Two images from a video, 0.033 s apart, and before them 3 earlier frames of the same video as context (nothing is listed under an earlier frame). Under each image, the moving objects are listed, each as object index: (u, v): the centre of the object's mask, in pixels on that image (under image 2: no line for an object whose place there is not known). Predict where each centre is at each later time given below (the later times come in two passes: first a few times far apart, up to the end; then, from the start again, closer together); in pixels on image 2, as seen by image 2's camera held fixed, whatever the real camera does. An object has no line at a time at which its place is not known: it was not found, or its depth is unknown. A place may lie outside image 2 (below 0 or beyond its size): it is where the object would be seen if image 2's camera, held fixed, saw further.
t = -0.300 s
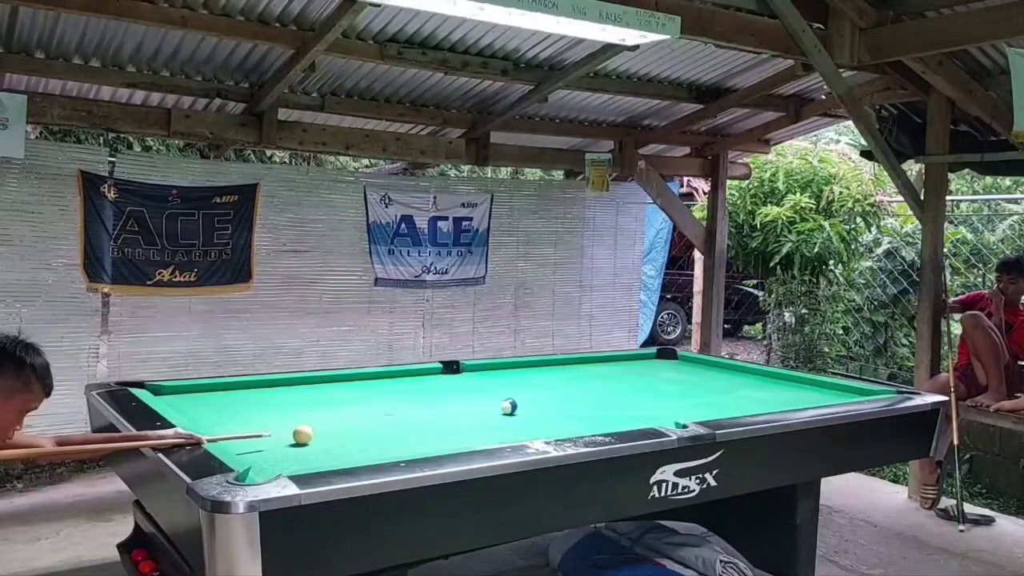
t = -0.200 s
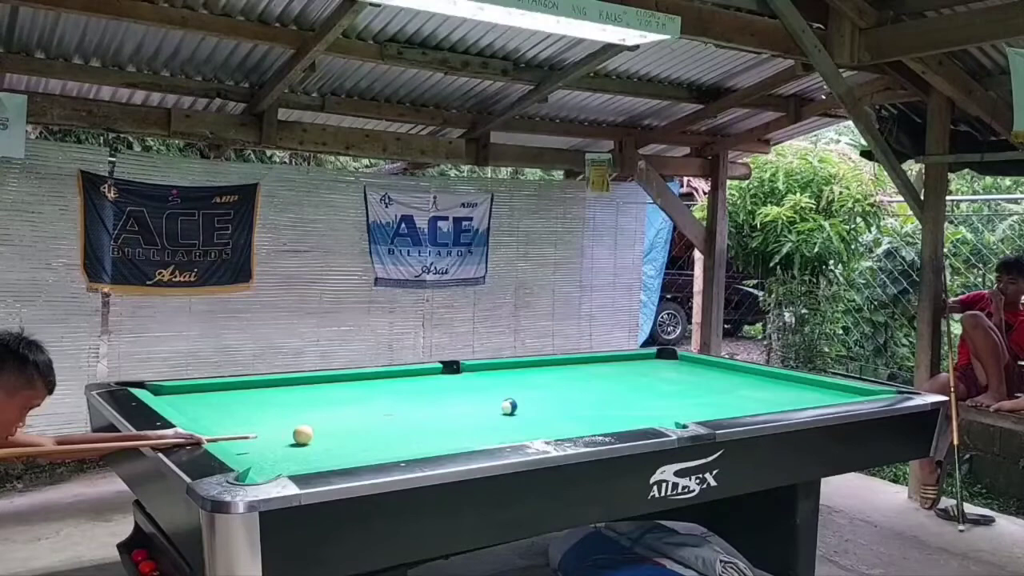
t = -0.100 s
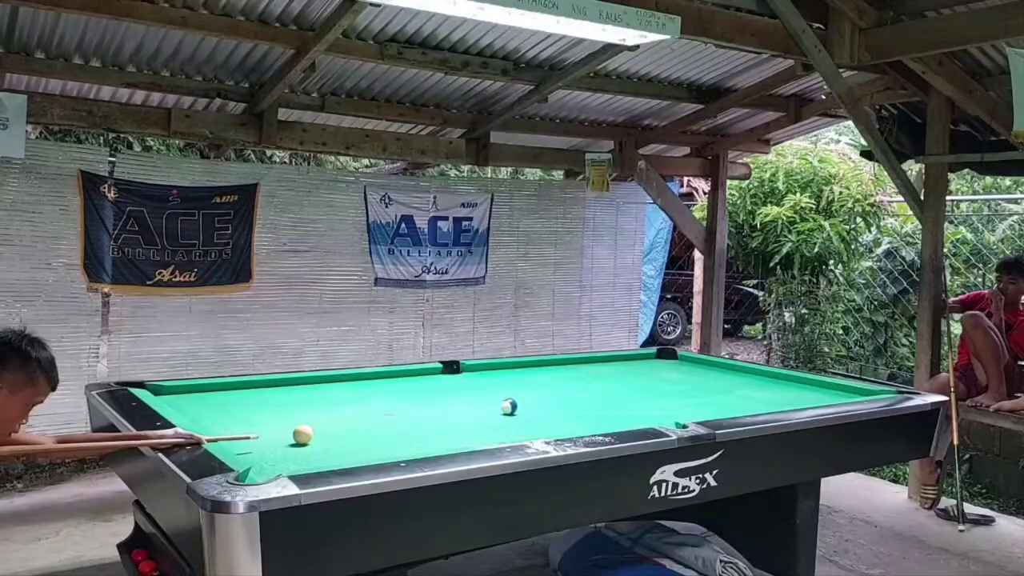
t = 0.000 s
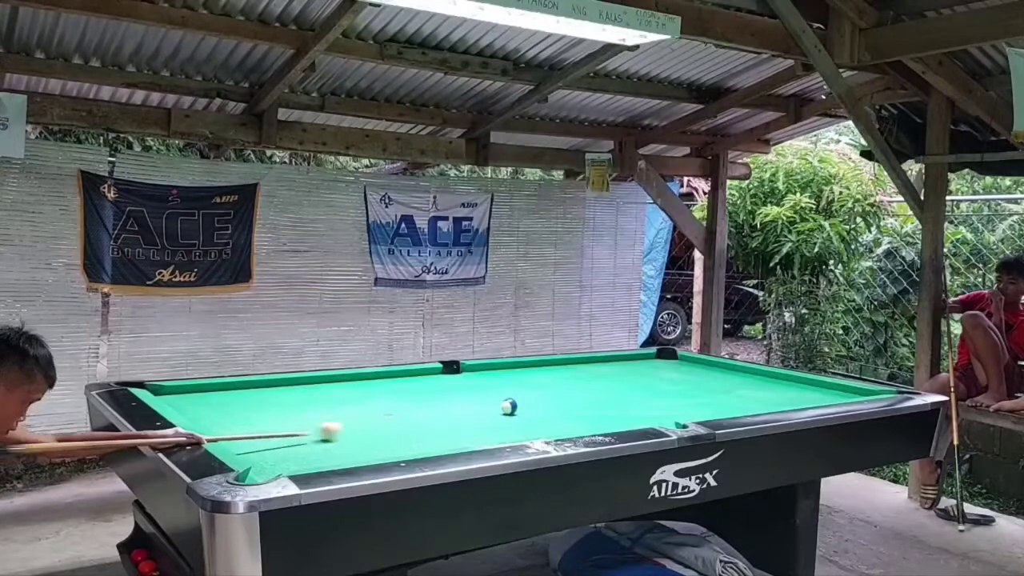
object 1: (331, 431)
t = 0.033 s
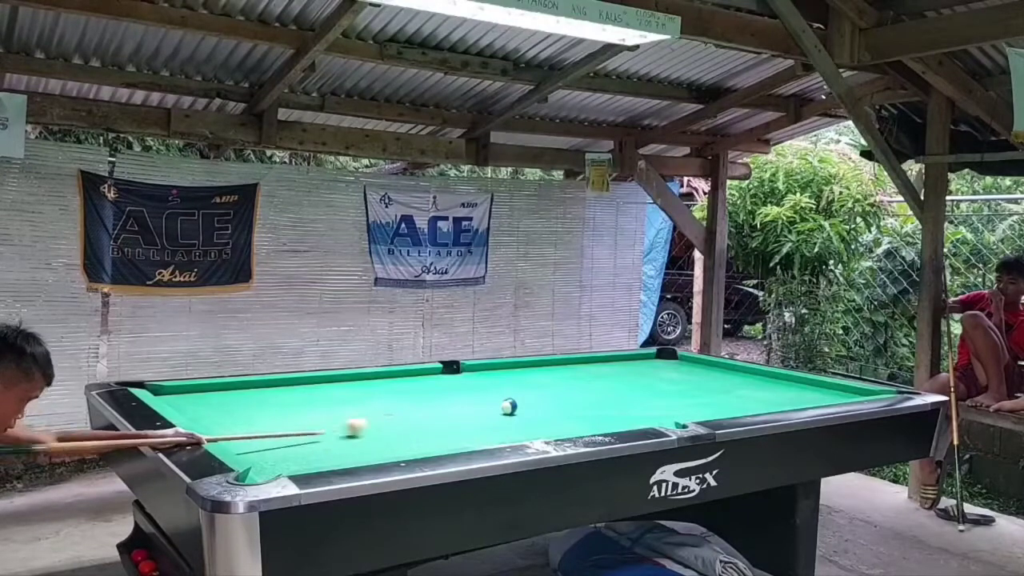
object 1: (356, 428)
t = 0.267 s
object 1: (488, 408)
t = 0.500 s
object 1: (497, 397)
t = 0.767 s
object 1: (512, 386)
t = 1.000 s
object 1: (522, 378)
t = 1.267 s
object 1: (533, 369)
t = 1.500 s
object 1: (541, 364)
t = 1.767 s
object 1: (562, 364)
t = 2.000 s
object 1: (582, 364)
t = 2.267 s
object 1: (602, 365)
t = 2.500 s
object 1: (618, 366)
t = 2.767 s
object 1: (635, 367)
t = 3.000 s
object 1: (649, 368)
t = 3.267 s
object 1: (662, 368)
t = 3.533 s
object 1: (674, 369)
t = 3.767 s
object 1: (682, 370)
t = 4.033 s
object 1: (690, 370)
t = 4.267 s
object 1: (695, 371)
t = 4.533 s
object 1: (699, 371)
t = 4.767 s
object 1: (701, 371)
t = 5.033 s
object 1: (702, 371)
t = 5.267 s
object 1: (702, 371)
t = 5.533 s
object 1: (702, 371)
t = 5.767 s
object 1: (702, 371)
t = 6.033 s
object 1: (702, 371)
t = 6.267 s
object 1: (702, 371)
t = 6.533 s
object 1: (702, 371)
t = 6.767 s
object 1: (702, 371)
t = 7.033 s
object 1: (702, 371)
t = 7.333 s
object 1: (702, 371)
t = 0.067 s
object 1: (379, 424)
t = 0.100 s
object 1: (400, 420)
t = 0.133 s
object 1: (420, 418)
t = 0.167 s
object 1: (439, 415)
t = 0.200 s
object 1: (456, 412)
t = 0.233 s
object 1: (473, 410)
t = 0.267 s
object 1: (488, 408)
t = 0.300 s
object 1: (492, 406)
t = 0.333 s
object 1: (491, 405)
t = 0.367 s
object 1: (491, 404)
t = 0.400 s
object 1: (491, 402)
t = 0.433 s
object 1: (493, 400)
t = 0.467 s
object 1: (495, 399)
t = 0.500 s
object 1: (497, 397)
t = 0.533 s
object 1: (499, 395)
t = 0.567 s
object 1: (501, 394)
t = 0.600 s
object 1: (503, 393)
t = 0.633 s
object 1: (504, 392)
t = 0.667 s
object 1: (506, 390)
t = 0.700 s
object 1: (508, 388)
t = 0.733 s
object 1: (510, 387)
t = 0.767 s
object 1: (512, 386)
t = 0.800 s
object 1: (513, 385)
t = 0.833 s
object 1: (515, 384)
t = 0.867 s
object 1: (516, 382)
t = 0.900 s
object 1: (518, 381)
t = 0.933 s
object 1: (519, 380)
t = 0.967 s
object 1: (521, 379)
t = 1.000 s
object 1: (522, 378)
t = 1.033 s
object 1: (523, 376)
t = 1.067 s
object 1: (525, 376)
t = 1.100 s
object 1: (526, 375)
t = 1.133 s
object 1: (528, 373)
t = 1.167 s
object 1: (530, 372)
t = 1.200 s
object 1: (531, 371)
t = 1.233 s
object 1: (531, 370)
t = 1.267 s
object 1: (533, 369)
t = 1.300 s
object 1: (534, 369)
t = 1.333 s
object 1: (535, 368)
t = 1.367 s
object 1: (537, 367)
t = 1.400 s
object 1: (538, 366)
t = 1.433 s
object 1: (539, 365)
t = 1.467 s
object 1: (540, 365)
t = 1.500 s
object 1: (541, 364)
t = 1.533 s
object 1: (542, 363)
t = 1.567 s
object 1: (545, 363)
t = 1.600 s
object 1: (548, 363)
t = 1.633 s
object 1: (551, 363)
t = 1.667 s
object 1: (554, 363)
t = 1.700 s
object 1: (557, 363)
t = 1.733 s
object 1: (559, 363)
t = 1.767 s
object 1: (562, 364)
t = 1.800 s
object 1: (565, 363)
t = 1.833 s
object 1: (568, 364)
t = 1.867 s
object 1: (571, 364)
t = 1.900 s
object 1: (573, 364)
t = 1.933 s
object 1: (576, 364)
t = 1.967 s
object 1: (578, 364)
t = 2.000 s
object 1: (582, 364)
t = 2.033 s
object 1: (584, 364)
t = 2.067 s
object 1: (587, 365)
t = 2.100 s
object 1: (589, 365)
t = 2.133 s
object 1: (592, 365)
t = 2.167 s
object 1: (594, 365)
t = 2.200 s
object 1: (597, 365)
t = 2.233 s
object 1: (599, 365)
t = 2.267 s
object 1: (602, 365)
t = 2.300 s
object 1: (604, 365)
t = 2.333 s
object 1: (607, 365)
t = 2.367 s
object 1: (609, 366)
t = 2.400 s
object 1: (612, 366)
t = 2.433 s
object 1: (614, 366)
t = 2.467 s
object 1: (616, 366)
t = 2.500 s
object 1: (618, 366)
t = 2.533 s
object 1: (621, 366)
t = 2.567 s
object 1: (623, 366)
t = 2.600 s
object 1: (625, 366)
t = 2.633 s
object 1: (627, 366)
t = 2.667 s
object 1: (629, 367)
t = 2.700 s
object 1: (631, 367)
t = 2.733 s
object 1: (633, 367)
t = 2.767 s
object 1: (635, 367)
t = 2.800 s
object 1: (637, 367)
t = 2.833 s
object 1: (639, 367)
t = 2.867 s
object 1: (641, 367)
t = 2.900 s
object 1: (643, 367)
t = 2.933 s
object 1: (645, 367)
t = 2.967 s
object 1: (647, 367)
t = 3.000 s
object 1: (649, 368)
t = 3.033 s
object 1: (650, 368)
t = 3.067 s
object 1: (652, 368)
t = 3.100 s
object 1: (654, 368)
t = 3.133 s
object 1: (656, 368)
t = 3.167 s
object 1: (658, 368)
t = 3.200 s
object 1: (659, 368)
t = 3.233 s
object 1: (661, 368)
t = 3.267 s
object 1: (662, 368)
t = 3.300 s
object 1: (663, 368)
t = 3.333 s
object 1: (665, 369)
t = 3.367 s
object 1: (667, 369)
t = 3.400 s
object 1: (668, 369)
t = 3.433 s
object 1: (670, 369)
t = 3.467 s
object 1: (671, 369)
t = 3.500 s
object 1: (672, 369)
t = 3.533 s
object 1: (674, 369)
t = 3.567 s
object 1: (675, 369)
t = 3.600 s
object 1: (677, 369)
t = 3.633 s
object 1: (678, 369)
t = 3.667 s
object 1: (679, 369)
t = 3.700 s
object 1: (680, 369)
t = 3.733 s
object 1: (681, 370)
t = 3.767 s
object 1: (682, 370)
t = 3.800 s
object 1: (683, 370)
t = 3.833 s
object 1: (685, 370)
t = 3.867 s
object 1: (685, 370)
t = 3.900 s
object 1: (686, 370)
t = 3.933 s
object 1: (687, 370)
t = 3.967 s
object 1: (688, 370)
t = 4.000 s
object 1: (689, 370)
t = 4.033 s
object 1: (690, 370)
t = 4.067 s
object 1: (691, 370)
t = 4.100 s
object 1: (692, 370)
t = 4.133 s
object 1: (693, 370)
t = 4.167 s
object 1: (694, 370)
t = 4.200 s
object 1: (694, 370)
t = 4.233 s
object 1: (694, 370)
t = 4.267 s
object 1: (695, 371)
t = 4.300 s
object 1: (696, 370)
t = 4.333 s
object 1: (696, 371)
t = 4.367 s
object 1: (697, 371)
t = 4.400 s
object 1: (698, 371)
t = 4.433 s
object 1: (698, 371)
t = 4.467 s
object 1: (698, 371)
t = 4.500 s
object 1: (699, 371)
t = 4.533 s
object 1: (699, 371)
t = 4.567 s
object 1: (699, 371)
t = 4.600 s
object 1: (700, 371)
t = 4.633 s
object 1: (700, 371)
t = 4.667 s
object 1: (700, 371)
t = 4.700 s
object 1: (700, 371)
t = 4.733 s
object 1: (701, 371)
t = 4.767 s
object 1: (701, 371)
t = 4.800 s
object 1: (701, 371)
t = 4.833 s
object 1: (701, 371)
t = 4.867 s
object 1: (702, 371)
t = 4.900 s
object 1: (702, 371)
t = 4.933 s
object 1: (702, 371)
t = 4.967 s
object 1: (702, 371)
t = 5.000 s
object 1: (702, 371)
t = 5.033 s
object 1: (702, 371)
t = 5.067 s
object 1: (702, 371)
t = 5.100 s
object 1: (702, 371)
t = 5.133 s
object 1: (702, 371)
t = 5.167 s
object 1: (702, 371)
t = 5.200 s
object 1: (702, 371)
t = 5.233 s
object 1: (702, 371)
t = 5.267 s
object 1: (702, 371)
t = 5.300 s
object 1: (702, 371)
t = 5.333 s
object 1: (702, 371)
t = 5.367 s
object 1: (702, 371)
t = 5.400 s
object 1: (702, 371)
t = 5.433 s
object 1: (701, 371)
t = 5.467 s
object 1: (702, 371)
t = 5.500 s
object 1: (702, 371)
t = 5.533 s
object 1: (702, 371)
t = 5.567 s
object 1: (702, 371)
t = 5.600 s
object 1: (702, 371)
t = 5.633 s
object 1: (702, 371)
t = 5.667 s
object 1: (702, 371)
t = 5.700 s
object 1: (702, 371)
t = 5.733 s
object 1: (702, 371)
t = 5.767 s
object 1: (702, 371)
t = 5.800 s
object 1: (702, 371)
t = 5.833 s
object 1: (702, 371)
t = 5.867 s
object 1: (702, 371)
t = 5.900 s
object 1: (702, 371)
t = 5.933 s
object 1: (702, 371)
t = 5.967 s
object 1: (702, 371)
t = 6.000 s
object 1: (702, 371)
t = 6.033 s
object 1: (702, 371)
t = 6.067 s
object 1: (702, 371)
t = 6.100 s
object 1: (702, 371)
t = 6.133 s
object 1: (702, 371)
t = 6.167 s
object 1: (702, 371)
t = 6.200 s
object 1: (702, 371)
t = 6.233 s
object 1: (702, 371)
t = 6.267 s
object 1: (702, 371)
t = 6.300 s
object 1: (702, 371)
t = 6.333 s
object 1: (702, 371)
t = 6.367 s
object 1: (702, 371)
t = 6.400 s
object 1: (702, 371)
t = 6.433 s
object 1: (702, 371)
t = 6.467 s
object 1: (702, 371)
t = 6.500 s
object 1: (702, 371)
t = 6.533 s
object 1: (702, 371)
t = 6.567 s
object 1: (702, 371)
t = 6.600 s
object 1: (702, 371)
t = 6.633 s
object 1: (702, 371)
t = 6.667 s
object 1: (702, 371)
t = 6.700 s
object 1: (702, 371)
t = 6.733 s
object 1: (702, 371)
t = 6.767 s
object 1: (702, 371)
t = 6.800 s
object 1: (702, 371)
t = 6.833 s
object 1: (702, 371)
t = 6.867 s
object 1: (702, 371)
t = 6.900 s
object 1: (702, 371)
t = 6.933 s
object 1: (702, 371)
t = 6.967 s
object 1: (702, 371)
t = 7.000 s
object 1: (702, 371)
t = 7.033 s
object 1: (702, 371)
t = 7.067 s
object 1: (702, 371)
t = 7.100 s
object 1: (702, 371)
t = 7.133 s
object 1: (702, 371)
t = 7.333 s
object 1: (702, 371)
